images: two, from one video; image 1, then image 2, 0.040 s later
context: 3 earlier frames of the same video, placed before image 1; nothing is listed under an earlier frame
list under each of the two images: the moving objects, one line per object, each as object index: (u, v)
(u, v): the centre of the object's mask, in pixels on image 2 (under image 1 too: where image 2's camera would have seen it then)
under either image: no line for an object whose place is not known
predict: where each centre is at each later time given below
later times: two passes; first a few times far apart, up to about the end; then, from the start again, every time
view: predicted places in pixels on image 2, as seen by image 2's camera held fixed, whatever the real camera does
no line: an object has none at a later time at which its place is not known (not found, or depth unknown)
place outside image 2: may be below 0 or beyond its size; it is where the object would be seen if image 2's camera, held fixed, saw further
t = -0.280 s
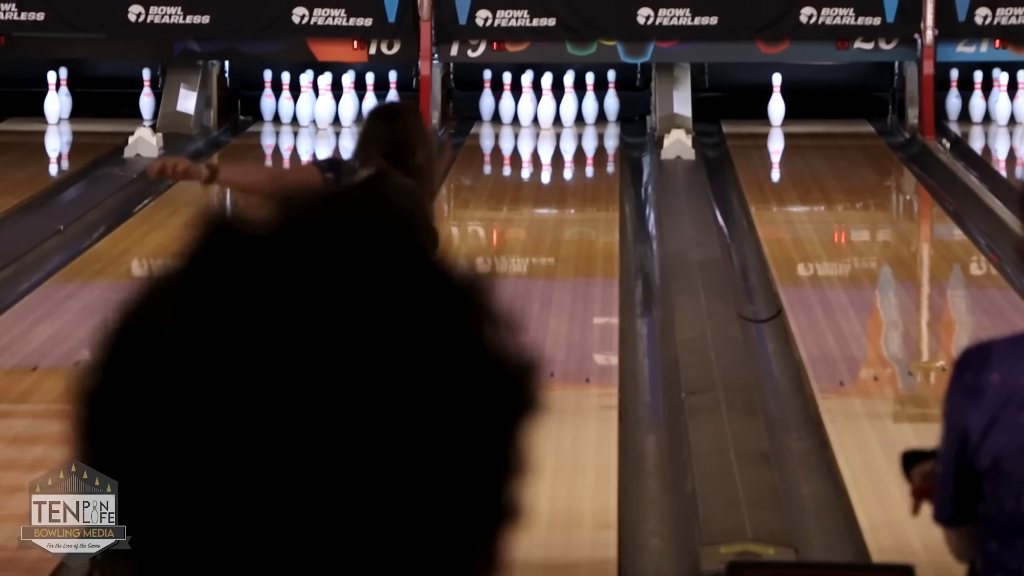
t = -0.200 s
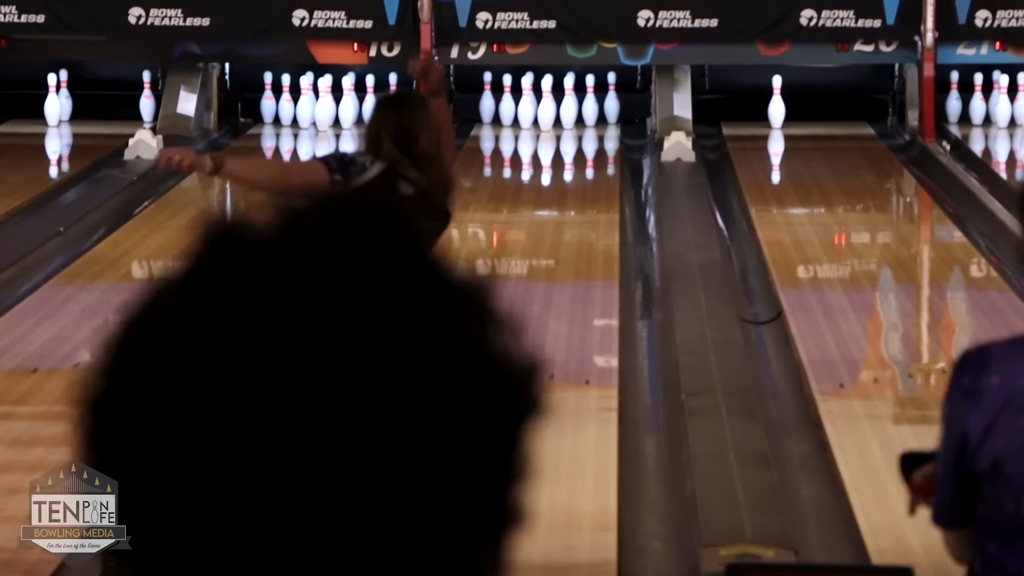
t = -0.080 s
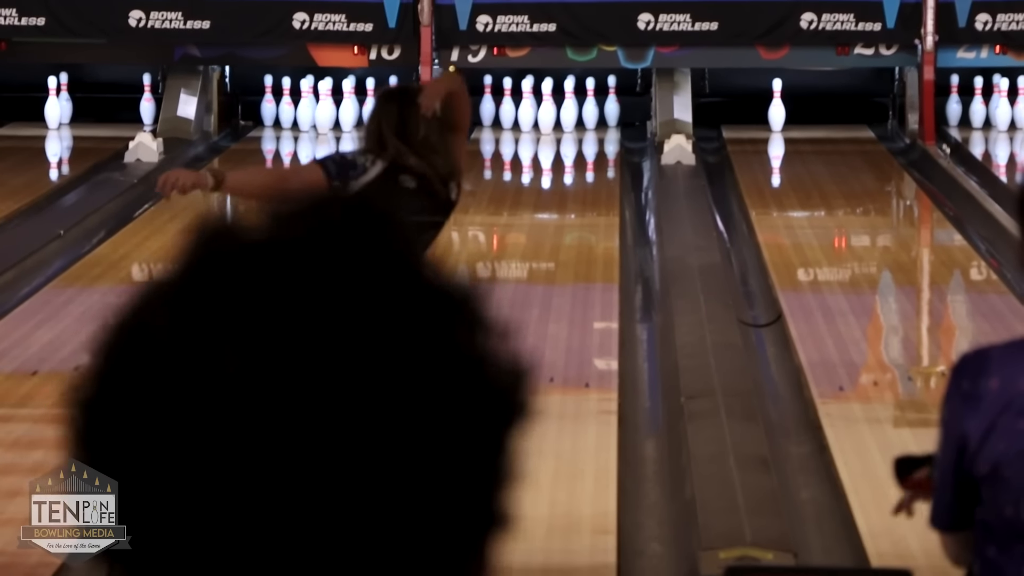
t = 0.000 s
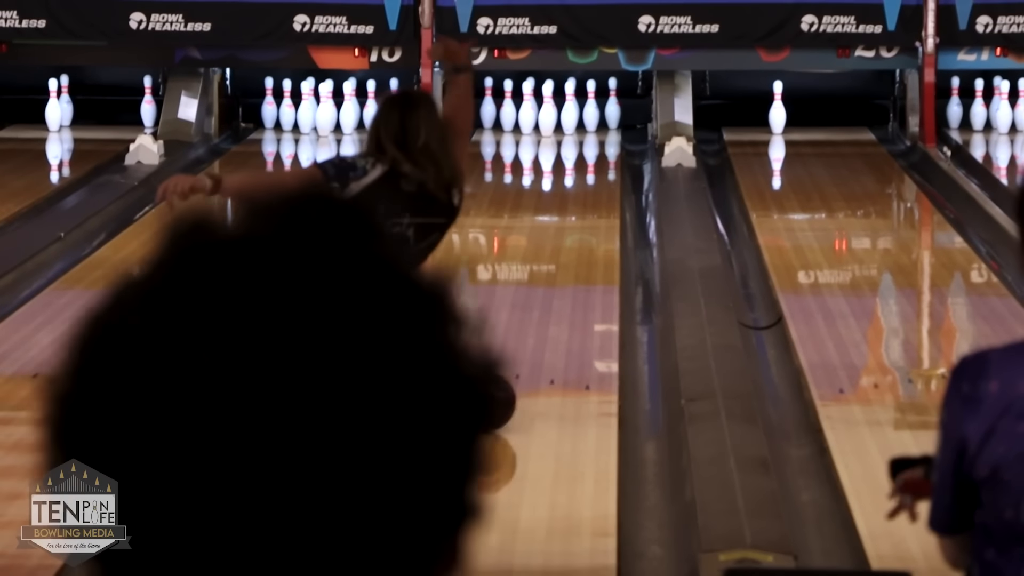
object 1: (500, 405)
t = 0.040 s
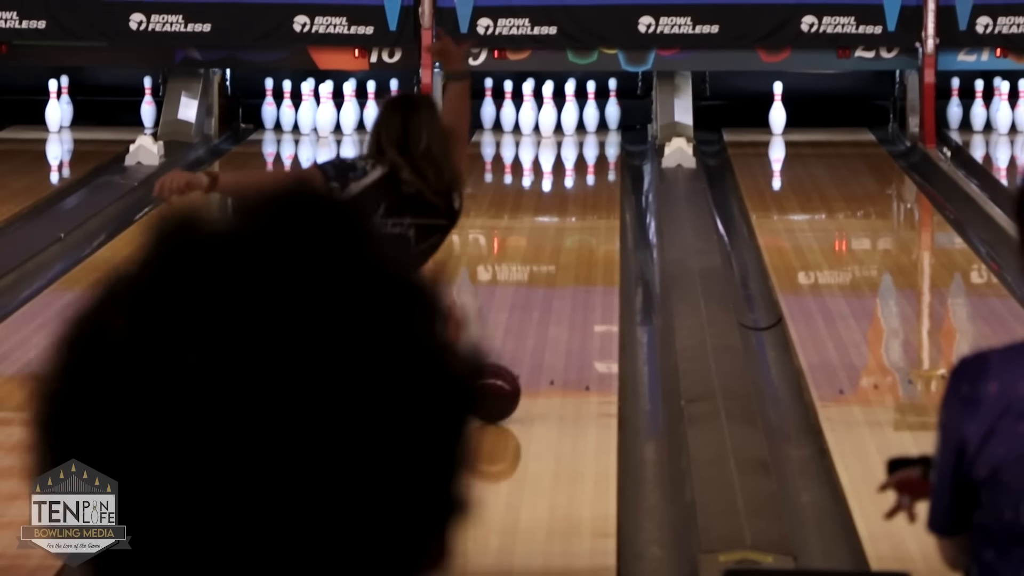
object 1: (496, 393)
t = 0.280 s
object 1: (525, 333)
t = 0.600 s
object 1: (557, 276)
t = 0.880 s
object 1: (579, 235)
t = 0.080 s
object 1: (498, 380)
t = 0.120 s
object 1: (504, 371)
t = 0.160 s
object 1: (510, 359)
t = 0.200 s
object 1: (515, 351)
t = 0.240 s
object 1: (519, 344)
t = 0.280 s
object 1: (525, 333)
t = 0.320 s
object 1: (529, 327)
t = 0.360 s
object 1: (535, 318)
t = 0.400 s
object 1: (538, 312)
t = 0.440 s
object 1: (542, 305)
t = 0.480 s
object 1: (547, 296)
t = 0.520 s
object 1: (550, 290)
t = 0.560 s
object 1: (554, 281)
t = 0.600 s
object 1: (557, 276)
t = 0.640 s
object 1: (560, 271)
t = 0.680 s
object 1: (564, 263)
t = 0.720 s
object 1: (567, 258)
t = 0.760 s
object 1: (571, 251)
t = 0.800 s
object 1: (573, 246)
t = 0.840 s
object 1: (575, 241)
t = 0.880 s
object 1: (579, 235)
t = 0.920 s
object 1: (581, 231)
